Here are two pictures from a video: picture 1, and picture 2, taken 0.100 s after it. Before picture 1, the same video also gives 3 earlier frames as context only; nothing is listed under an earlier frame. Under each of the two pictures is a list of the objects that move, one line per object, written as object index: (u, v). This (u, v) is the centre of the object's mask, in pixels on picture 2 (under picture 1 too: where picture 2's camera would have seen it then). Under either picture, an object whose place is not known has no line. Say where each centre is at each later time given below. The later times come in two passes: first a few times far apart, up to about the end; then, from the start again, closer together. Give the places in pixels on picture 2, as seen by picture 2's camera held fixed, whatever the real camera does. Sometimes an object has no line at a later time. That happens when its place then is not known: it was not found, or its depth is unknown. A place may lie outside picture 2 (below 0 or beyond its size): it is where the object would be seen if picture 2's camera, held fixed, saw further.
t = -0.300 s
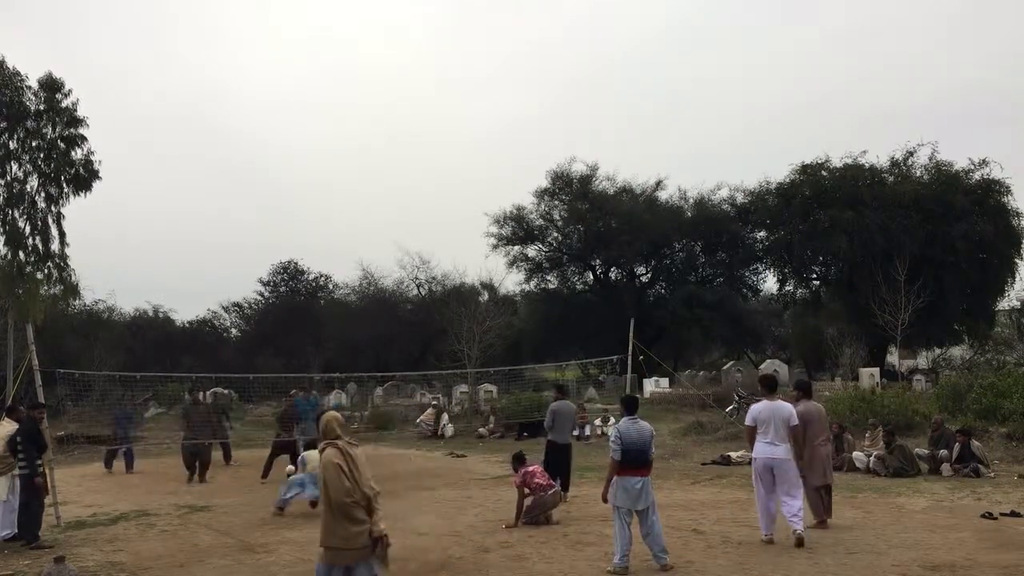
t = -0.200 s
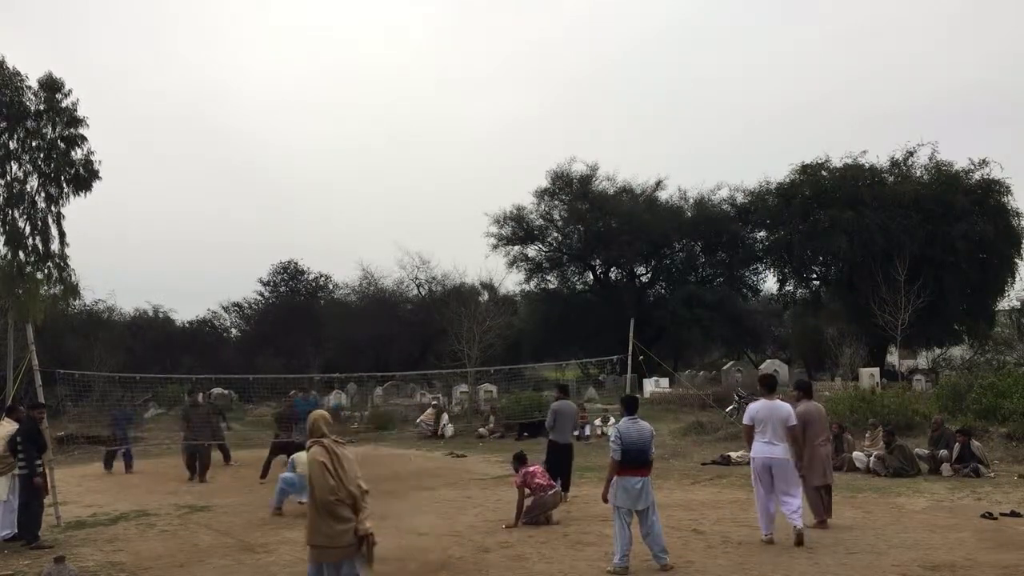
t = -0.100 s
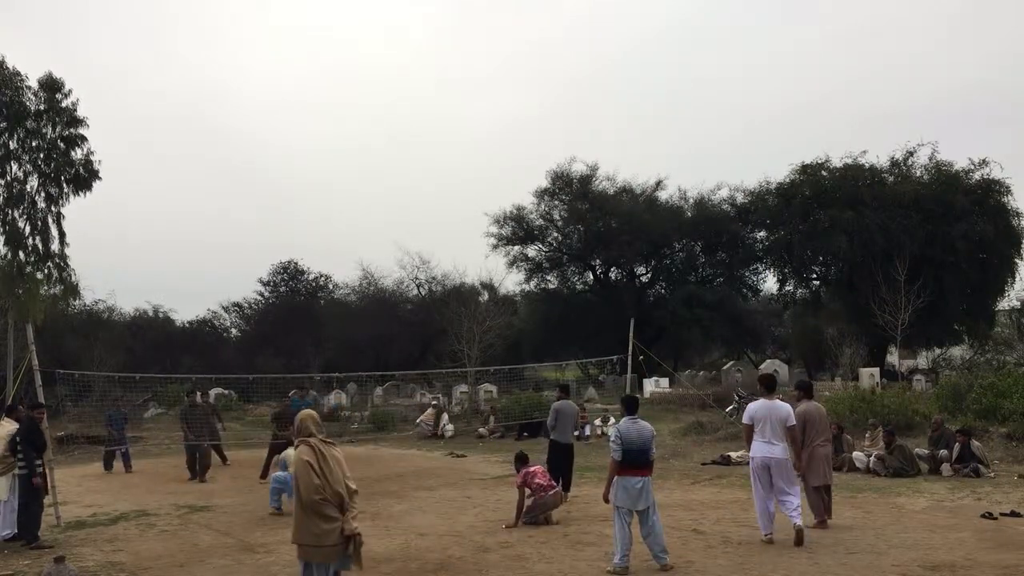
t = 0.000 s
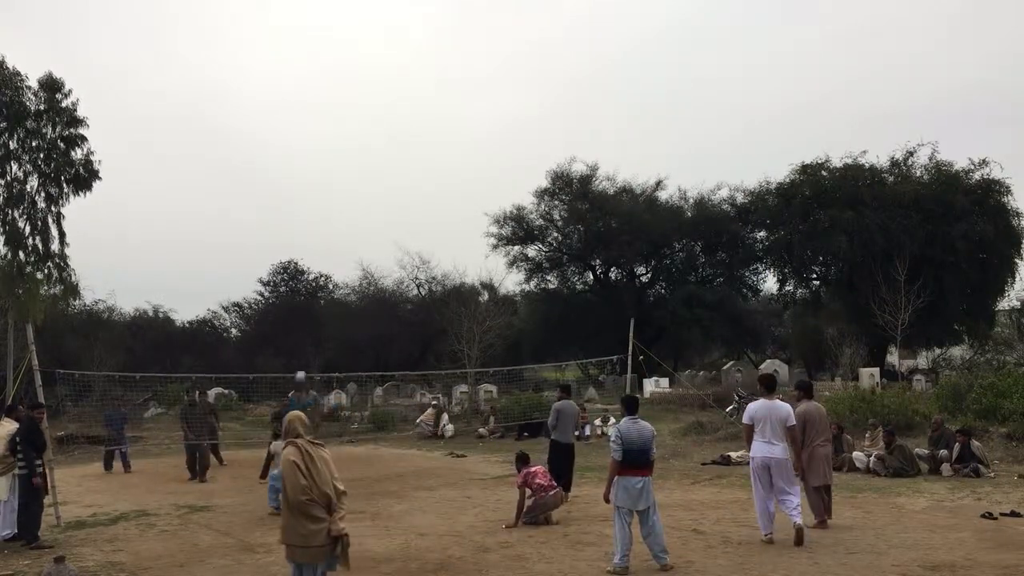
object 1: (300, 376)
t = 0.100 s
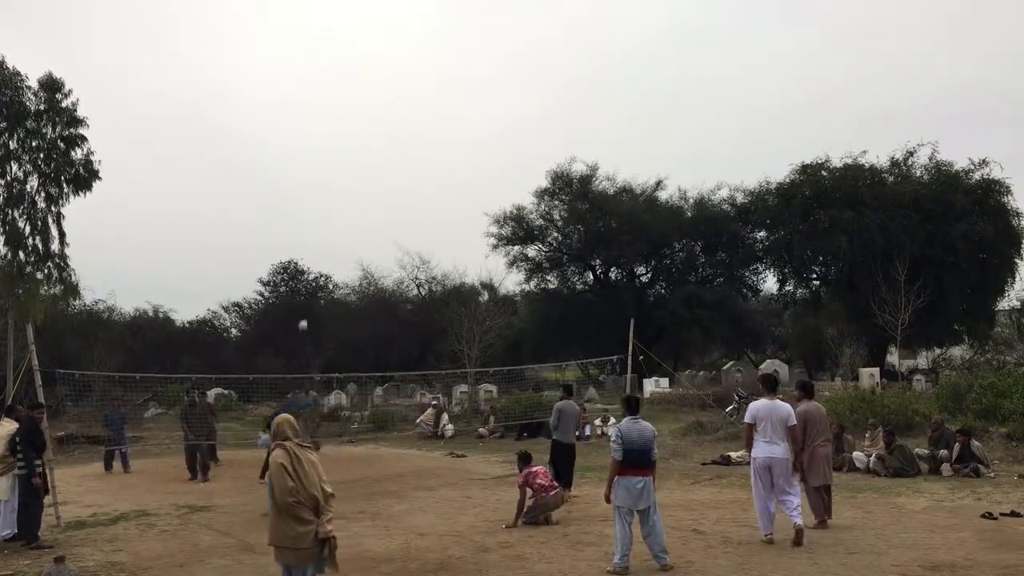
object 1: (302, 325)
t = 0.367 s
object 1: (312, 229)
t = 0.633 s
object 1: (322, 185)
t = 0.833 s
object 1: (330, 180)
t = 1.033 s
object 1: (338, 198)
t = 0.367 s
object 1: (312, 229)
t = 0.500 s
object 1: (317, 201)
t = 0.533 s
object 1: (318, 196)
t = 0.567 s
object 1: (319, 192)
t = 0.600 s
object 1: (320, 188)
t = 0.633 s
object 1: (322, 185)
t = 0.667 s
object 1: (323, 183)
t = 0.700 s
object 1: (324, 181)
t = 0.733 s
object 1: (326, 179)
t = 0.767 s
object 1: (327, 179)
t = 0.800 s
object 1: (328, 180)
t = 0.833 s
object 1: (330, 180)
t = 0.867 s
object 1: (331, 182)
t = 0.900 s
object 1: (333, 184)
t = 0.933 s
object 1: (334, 187)
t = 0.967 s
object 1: (335, 190)
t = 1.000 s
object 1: (337, 194)
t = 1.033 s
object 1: (338, 198)
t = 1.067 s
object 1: (339, 203)
